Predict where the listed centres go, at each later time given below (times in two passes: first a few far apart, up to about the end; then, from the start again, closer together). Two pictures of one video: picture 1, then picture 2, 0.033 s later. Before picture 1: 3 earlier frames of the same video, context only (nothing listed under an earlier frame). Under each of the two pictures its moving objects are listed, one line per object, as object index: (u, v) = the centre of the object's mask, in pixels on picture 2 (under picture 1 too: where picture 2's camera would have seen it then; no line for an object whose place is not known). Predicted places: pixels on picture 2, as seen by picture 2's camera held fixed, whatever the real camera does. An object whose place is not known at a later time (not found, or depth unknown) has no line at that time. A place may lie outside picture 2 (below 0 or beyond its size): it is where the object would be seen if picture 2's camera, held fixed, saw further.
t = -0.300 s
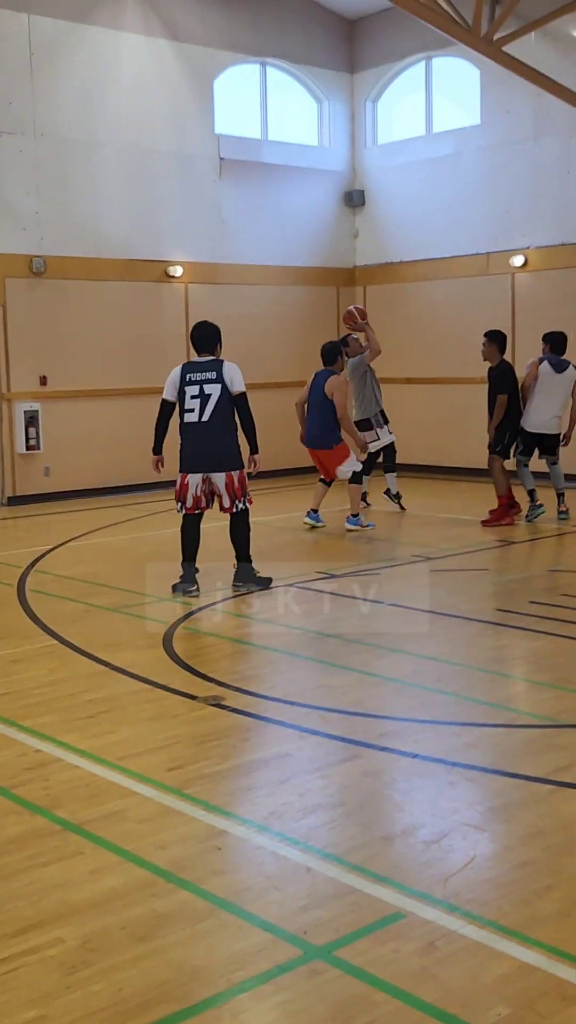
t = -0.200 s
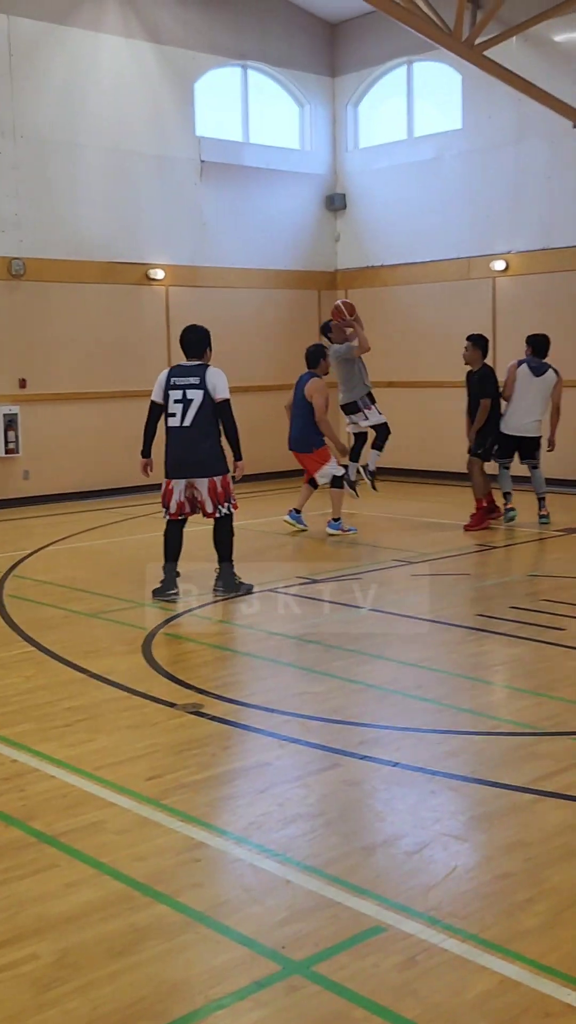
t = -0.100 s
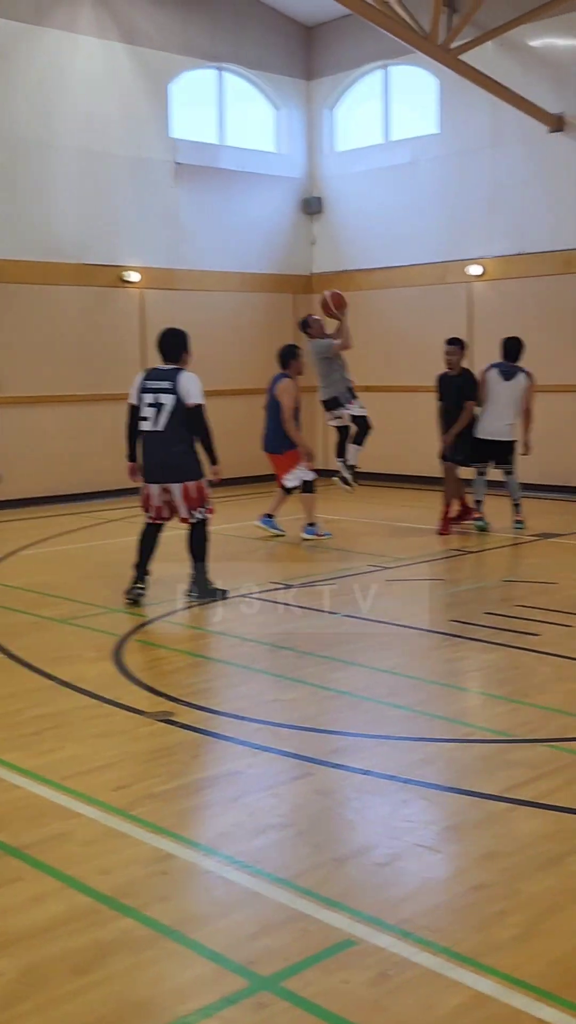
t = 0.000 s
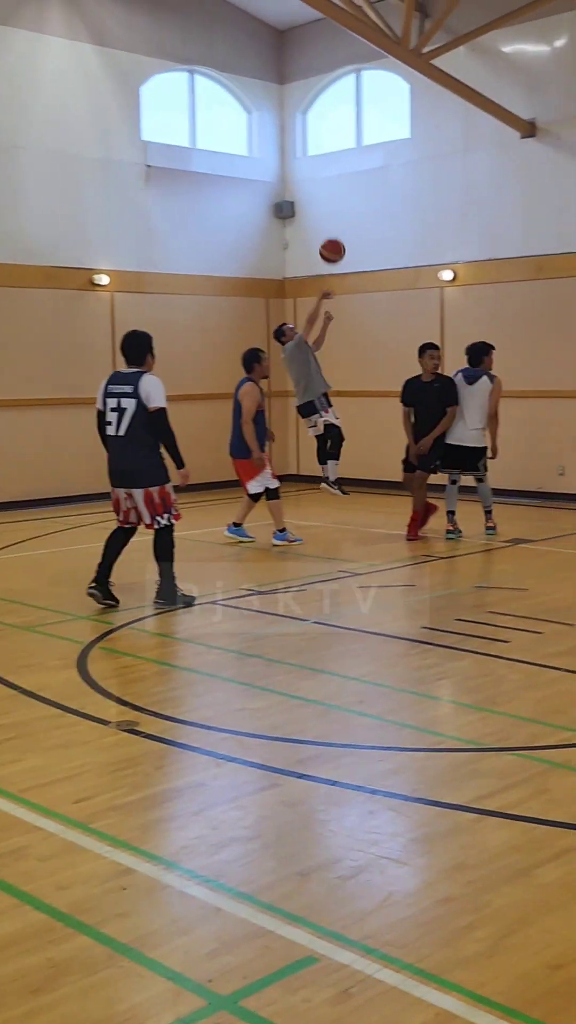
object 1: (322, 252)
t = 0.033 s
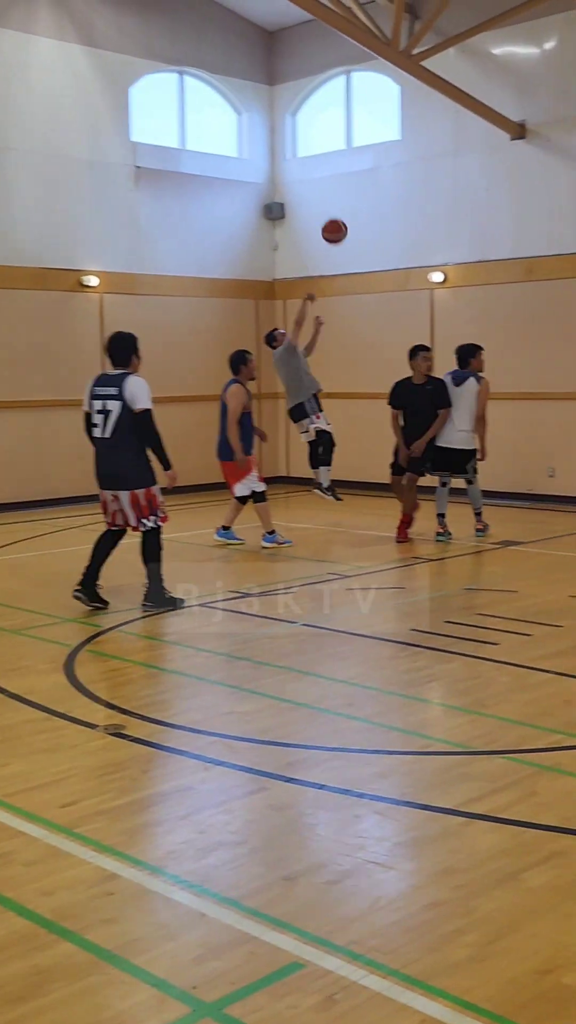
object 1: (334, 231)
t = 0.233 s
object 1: (412, 122)
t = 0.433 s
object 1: (498, 54)
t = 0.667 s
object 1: (609, 34)
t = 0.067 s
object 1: (347, 211)
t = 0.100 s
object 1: (359, 191)
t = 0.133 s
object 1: (372, 172)
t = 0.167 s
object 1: (384, 155)
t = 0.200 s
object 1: (398, 138)
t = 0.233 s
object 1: (412, 122)
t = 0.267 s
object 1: (425, 108)
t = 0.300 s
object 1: (440, 95)
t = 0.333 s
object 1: (454, 84)
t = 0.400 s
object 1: (483, 63)
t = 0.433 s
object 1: (498, 54)
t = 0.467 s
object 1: (512, 47)
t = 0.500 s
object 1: (528, 41)
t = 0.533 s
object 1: (543, 37)
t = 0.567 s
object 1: (559, 34)
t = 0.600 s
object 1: (575, 32)
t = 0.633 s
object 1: (592, 32)
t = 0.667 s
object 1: (609, 34)
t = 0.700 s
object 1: (625, 36)
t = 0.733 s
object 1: (643, 41)
